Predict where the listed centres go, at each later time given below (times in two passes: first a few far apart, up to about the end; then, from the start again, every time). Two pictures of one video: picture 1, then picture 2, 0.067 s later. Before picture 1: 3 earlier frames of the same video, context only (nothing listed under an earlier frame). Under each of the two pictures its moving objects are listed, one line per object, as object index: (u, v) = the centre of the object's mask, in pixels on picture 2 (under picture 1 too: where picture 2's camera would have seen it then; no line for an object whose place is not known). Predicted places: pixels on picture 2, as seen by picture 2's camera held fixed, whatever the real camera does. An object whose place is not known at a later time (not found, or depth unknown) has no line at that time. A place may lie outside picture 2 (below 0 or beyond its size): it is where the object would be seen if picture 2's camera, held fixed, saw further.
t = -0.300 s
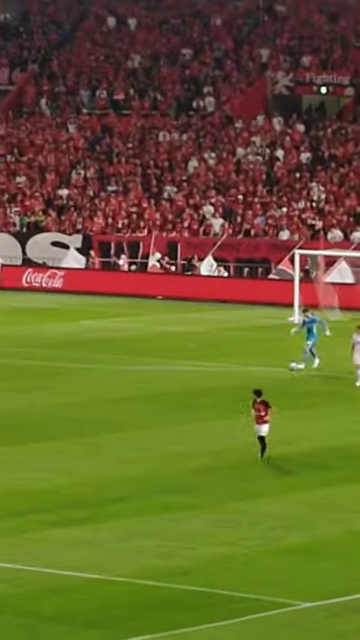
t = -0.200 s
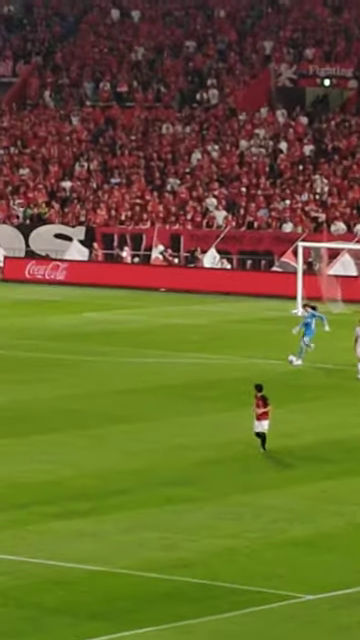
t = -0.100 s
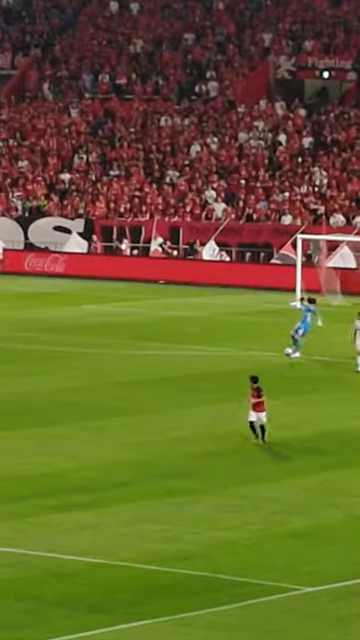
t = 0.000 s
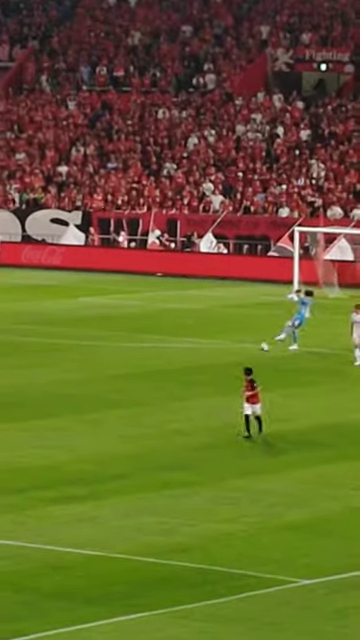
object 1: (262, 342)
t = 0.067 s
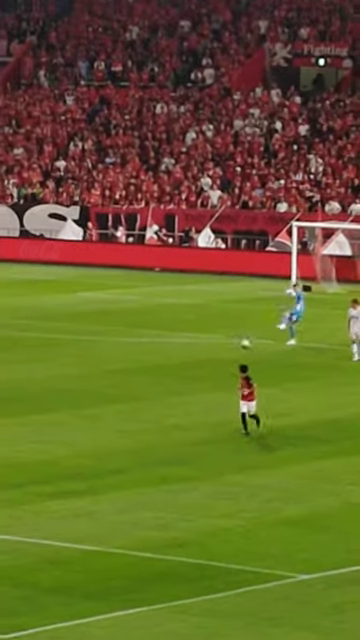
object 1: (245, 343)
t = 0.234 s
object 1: (202, 351)
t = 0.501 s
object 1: (139, 360)
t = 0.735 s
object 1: (88, 369)
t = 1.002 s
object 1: (38, 376)
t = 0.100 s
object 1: (236, 345)
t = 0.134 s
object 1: (227, 346)
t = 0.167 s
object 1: (218, 348)
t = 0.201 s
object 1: (210, 350)
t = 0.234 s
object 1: (202, 351)
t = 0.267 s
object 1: (194, 352)
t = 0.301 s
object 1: (186, 353)
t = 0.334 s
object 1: (178, 354)
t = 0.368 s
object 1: (170, 355)
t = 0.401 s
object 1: (162, 356)
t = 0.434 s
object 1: (154, 358)
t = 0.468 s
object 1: (147, 358)
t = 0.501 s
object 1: (139, 360)
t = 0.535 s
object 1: (131, 361)
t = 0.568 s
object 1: (124, 364)
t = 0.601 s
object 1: (117, 365)
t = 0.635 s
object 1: (109, 366)
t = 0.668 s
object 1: (103, 367)
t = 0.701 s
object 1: (95, 368)
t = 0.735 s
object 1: (88, 369)
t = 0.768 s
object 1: (82, 370)
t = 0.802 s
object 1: (76, 371)
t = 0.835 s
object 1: (69, 372)
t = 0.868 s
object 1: (63, 373)
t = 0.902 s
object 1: (56, 374)
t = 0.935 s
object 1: (51, 375)
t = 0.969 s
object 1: (45, 375)
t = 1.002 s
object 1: (38, 376)
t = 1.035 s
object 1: (33, 377)
